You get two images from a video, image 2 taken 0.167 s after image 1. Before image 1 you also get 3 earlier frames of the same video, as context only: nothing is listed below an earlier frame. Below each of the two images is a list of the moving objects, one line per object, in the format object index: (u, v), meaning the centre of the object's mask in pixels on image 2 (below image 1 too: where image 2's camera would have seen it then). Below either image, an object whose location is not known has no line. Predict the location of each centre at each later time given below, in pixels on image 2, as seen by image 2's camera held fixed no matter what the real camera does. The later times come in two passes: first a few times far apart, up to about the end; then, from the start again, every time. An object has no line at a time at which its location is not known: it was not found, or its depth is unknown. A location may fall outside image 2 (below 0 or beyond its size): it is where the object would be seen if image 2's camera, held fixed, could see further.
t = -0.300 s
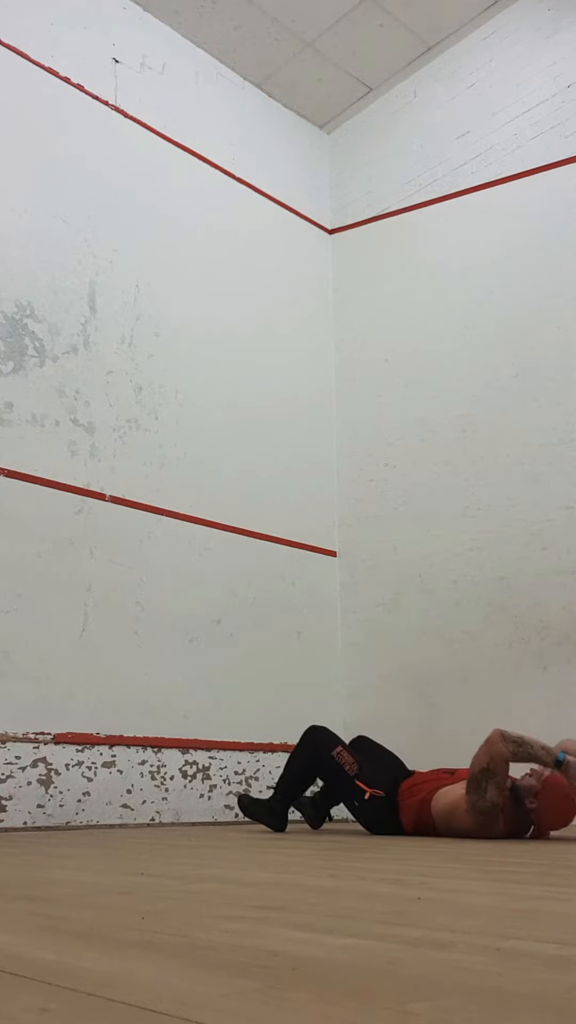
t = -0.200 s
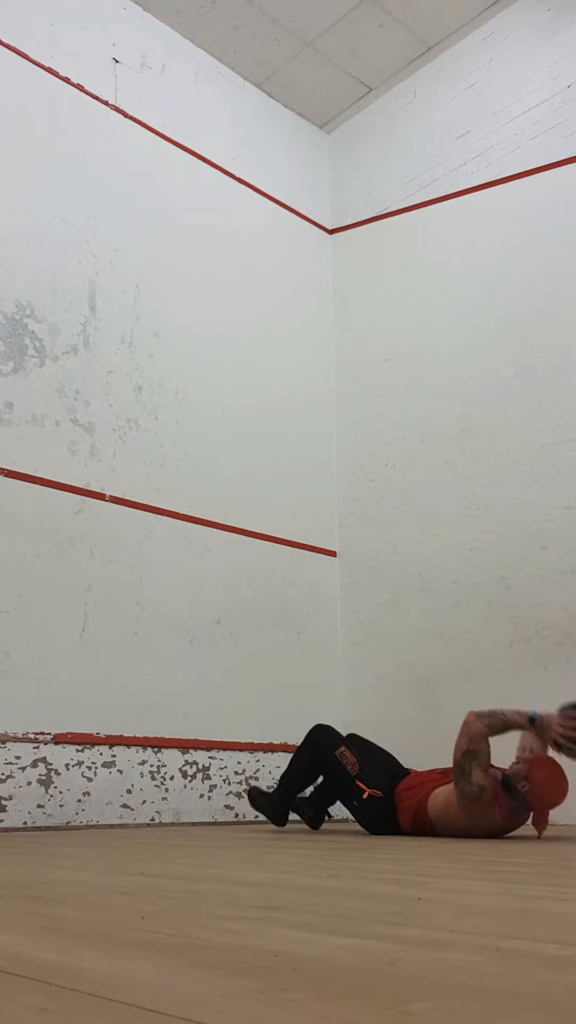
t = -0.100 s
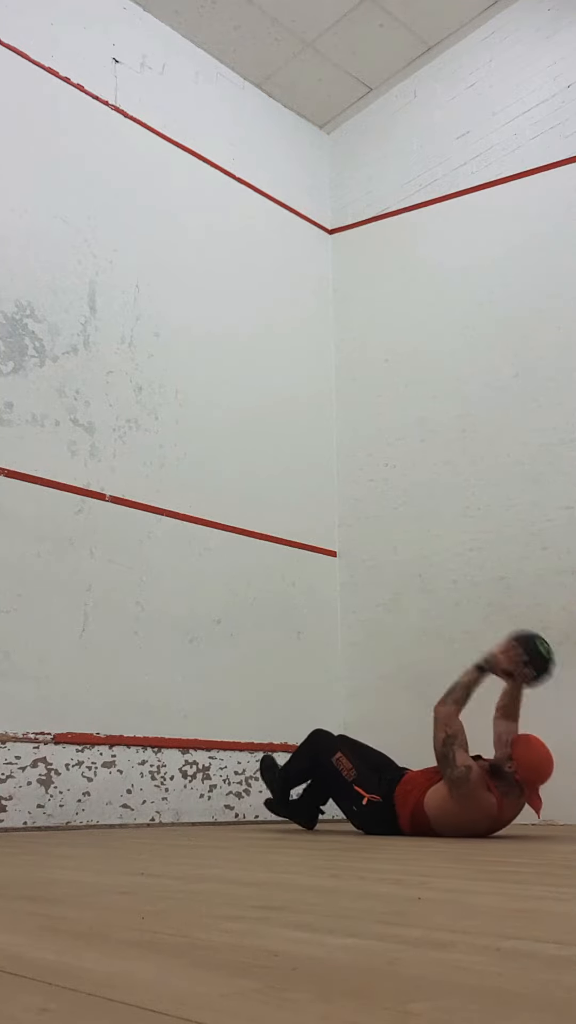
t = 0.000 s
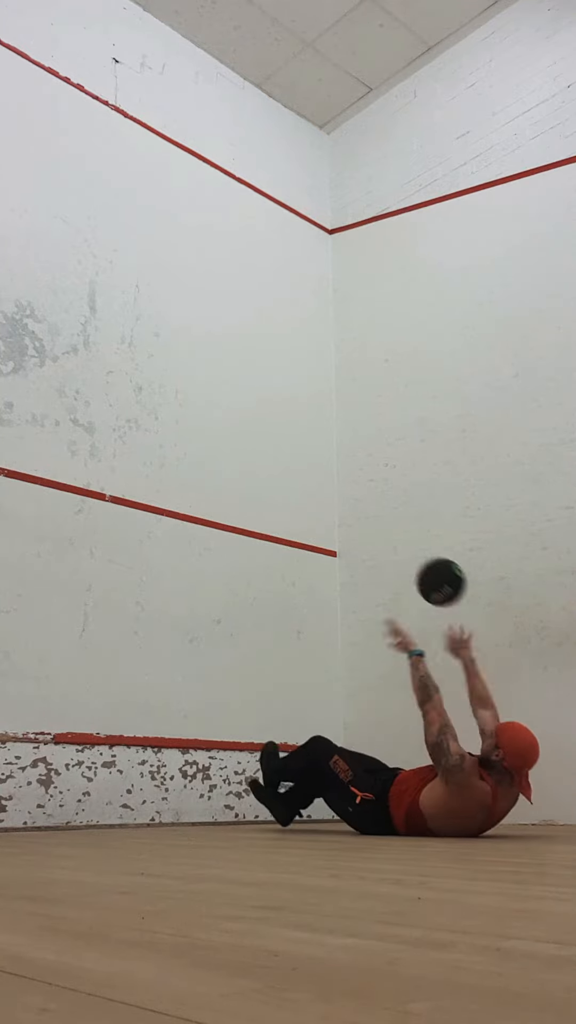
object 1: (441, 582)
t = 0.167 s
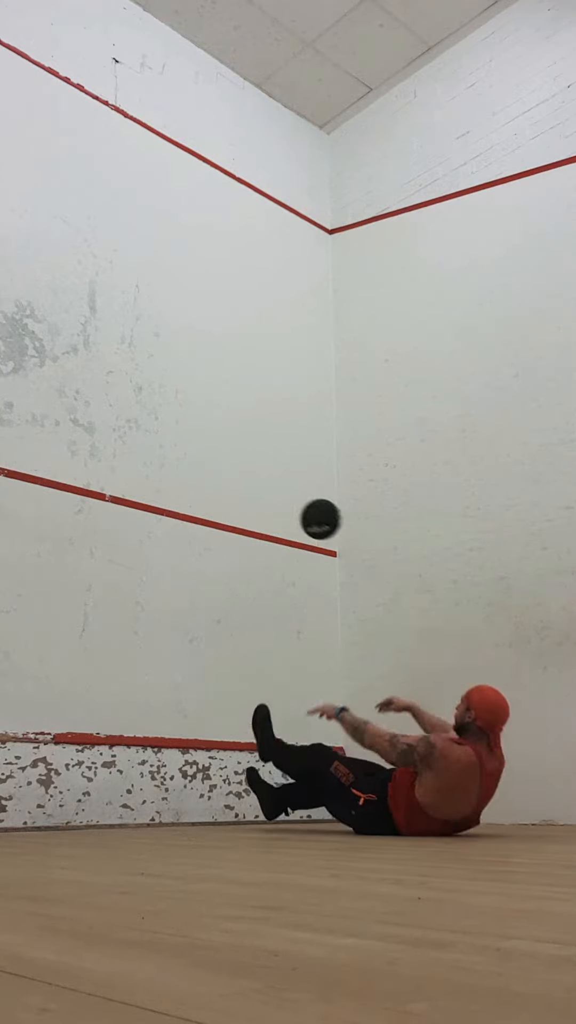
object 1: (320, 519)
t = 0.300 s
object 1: (246, 511)
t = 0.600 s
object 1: (244, 545)
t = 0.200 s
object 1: (300, 514)
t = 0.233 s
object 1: (281, 511)
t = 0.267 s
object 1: (263, 510)
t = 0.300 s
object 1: (246, 511)
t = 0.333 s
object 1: (229, 514)
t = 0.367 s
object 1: (213, 518)
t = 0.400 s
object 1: (198, 523)
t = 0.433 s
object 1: (183, 531)
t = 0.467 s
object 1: (193, 530)
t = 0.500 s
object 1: (205, 531)
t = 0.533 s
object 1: (218, 534)
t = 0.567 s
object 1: (231, 538)
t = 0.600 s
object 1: (244, 545)
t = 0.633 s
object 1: (258, 554)
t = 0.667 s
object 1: (272, 565)
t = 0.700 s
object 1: (286, 578)
